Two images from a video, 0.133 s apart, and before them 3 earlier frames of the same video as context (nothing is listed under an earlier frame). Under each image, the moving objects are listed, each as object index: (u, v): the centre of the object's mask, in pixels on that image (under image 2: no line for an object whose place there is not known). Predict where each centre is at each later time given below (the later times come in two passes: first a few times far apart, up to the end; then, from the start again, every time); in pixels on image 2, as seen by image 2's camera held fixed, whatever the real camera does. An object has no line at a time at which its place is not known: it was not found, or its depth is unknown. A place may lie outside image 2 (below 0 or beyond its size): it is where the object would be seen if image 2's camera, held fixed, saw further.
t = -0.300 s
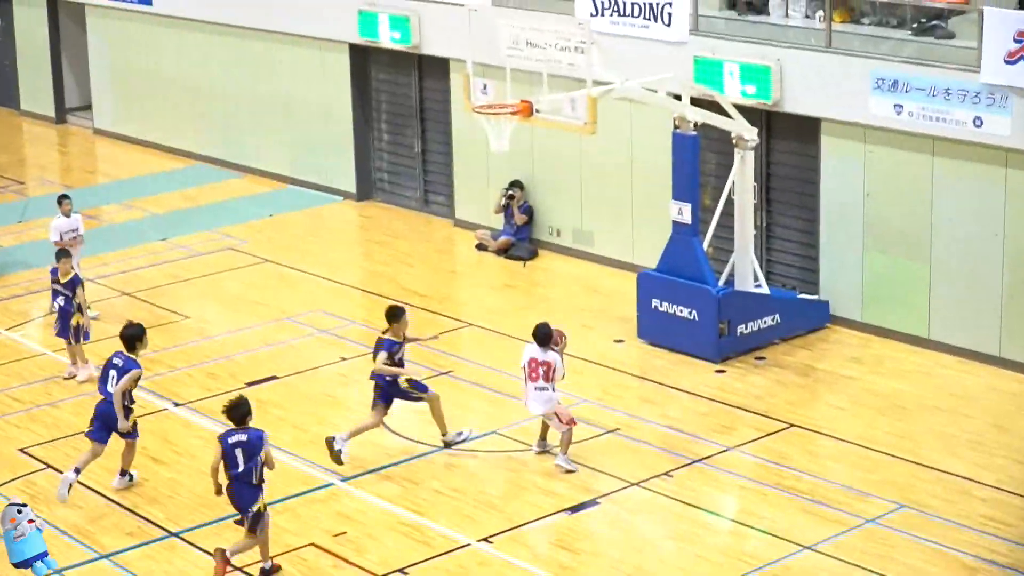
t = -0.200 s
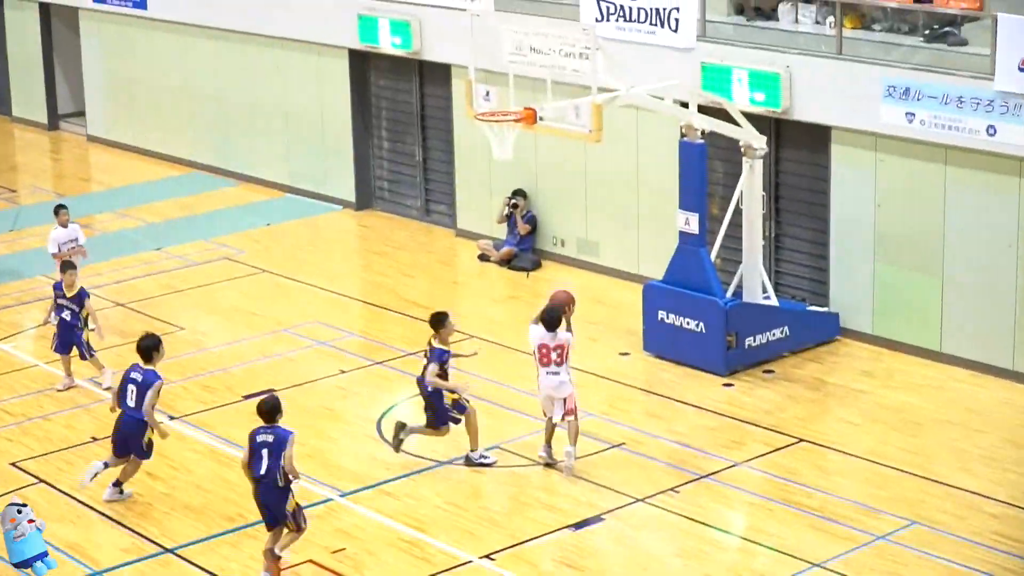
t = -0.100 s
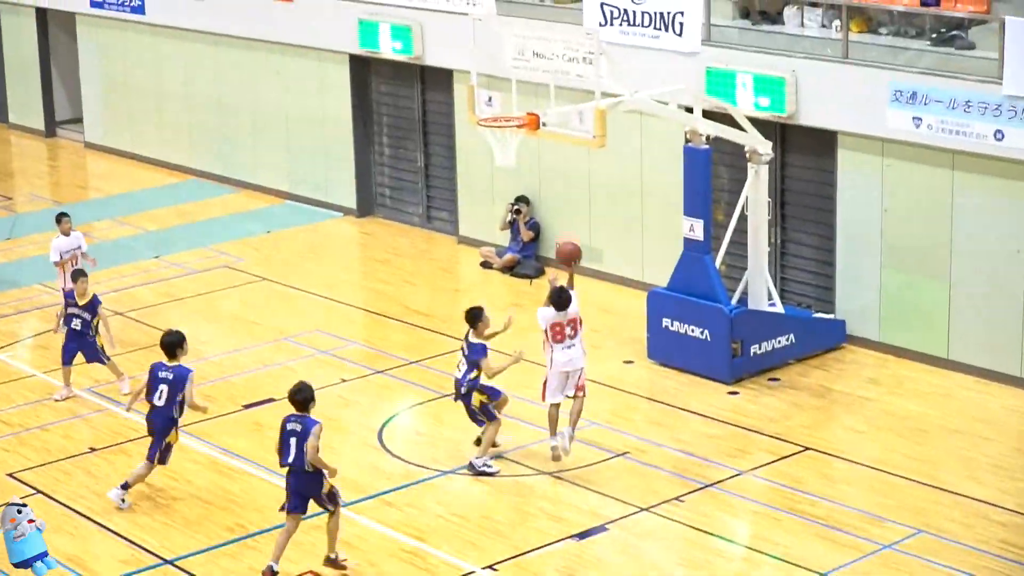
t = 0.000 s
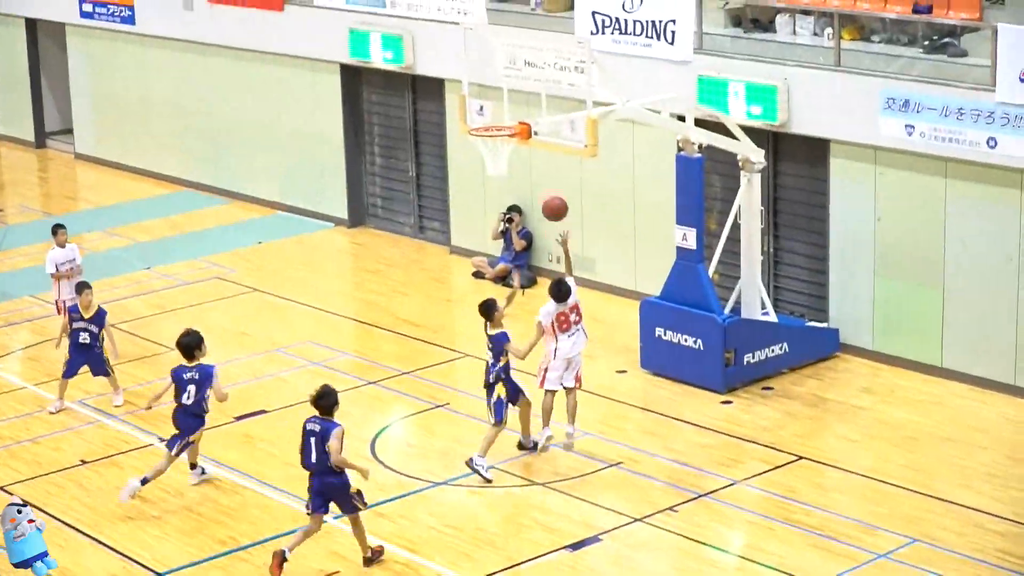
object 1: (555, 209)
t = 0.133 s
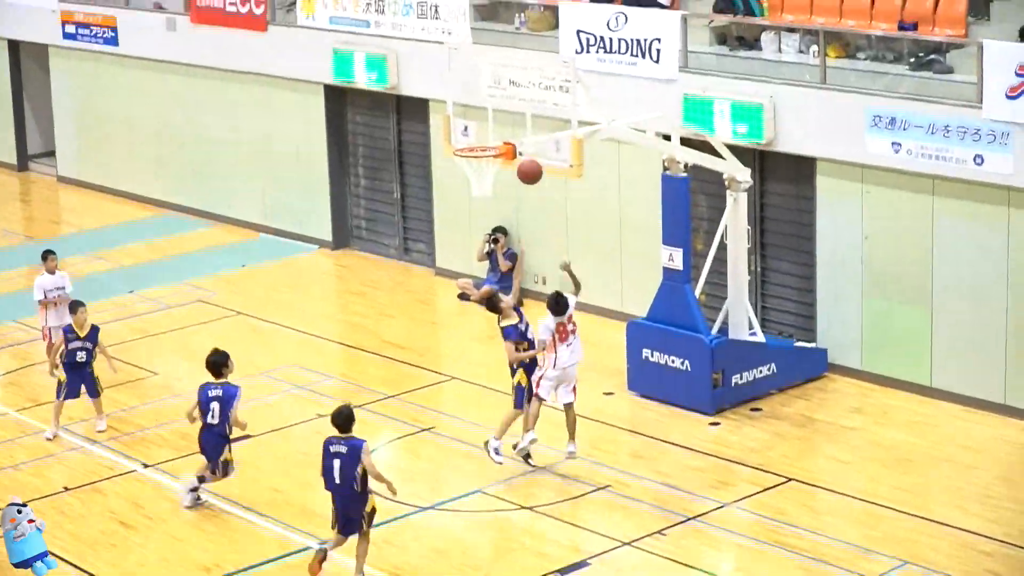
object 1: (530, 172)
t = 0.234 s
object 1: (523, 143)
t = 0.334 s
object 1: (509, 132)
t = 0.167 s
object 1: (527, 160)
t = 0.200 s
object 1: (525, 152)
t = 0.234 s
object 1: (523, 143)
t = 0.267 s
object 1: (520, 136)
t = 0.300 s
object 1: (515, 133)
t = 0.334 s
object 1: (509, 132)
